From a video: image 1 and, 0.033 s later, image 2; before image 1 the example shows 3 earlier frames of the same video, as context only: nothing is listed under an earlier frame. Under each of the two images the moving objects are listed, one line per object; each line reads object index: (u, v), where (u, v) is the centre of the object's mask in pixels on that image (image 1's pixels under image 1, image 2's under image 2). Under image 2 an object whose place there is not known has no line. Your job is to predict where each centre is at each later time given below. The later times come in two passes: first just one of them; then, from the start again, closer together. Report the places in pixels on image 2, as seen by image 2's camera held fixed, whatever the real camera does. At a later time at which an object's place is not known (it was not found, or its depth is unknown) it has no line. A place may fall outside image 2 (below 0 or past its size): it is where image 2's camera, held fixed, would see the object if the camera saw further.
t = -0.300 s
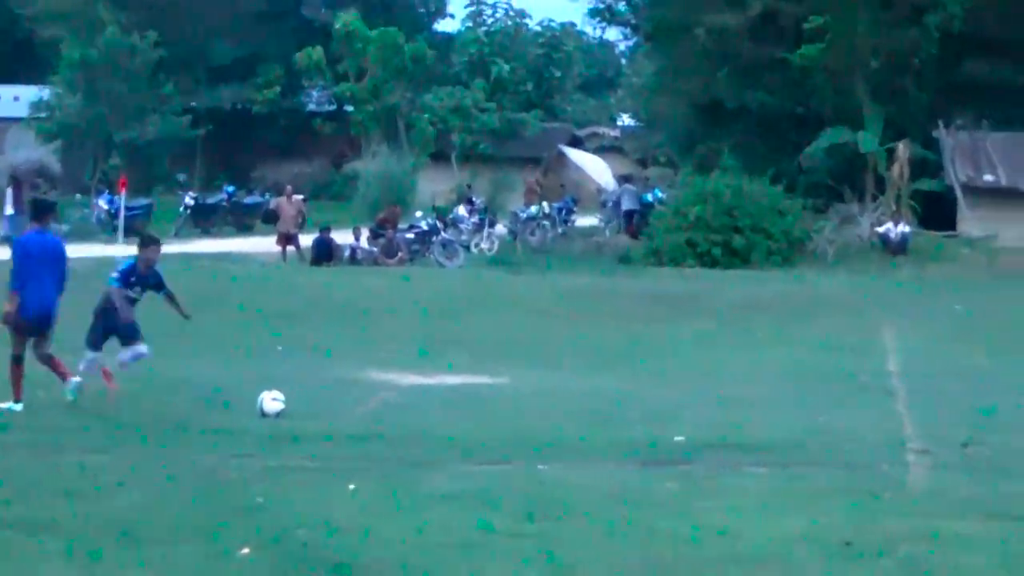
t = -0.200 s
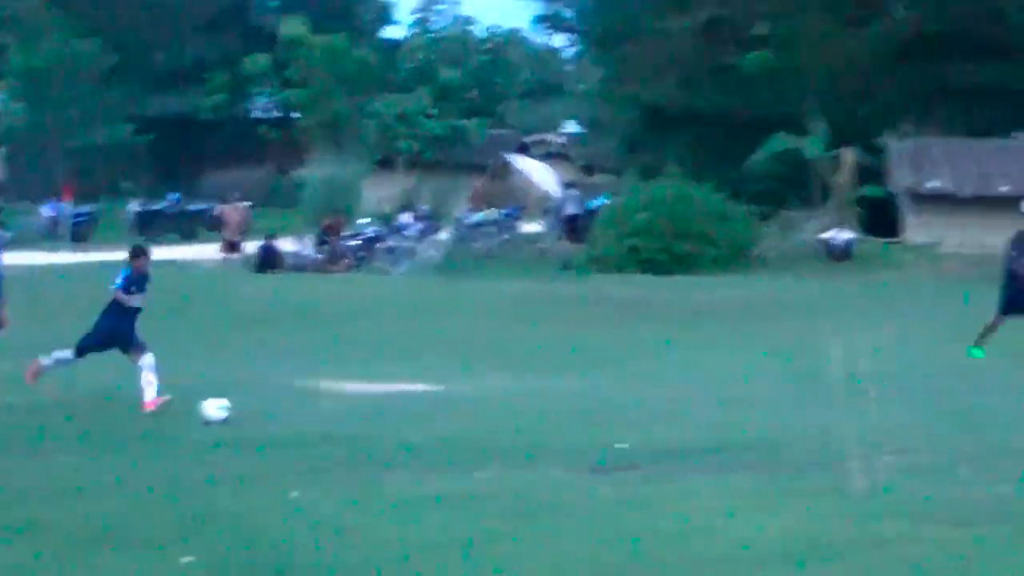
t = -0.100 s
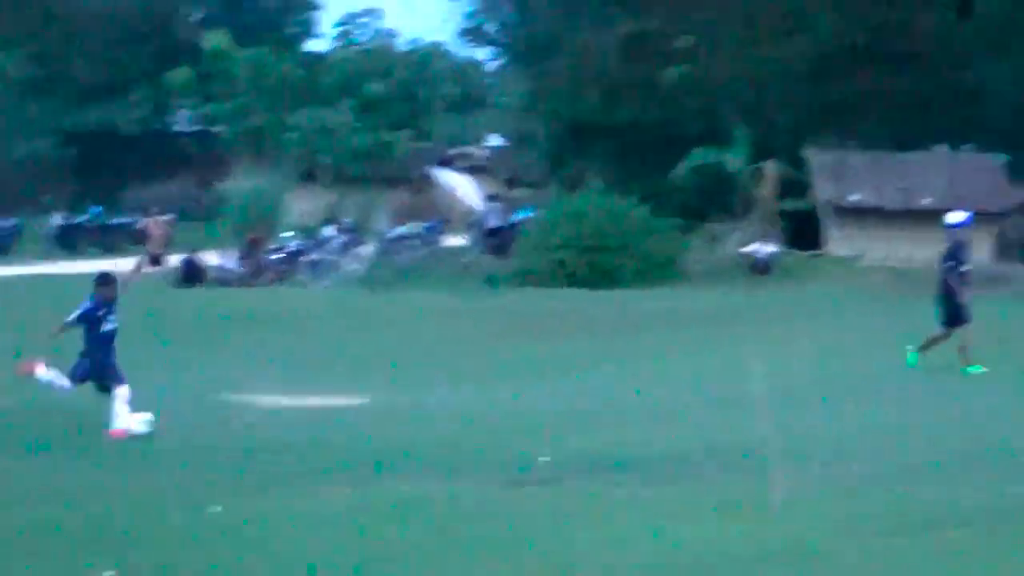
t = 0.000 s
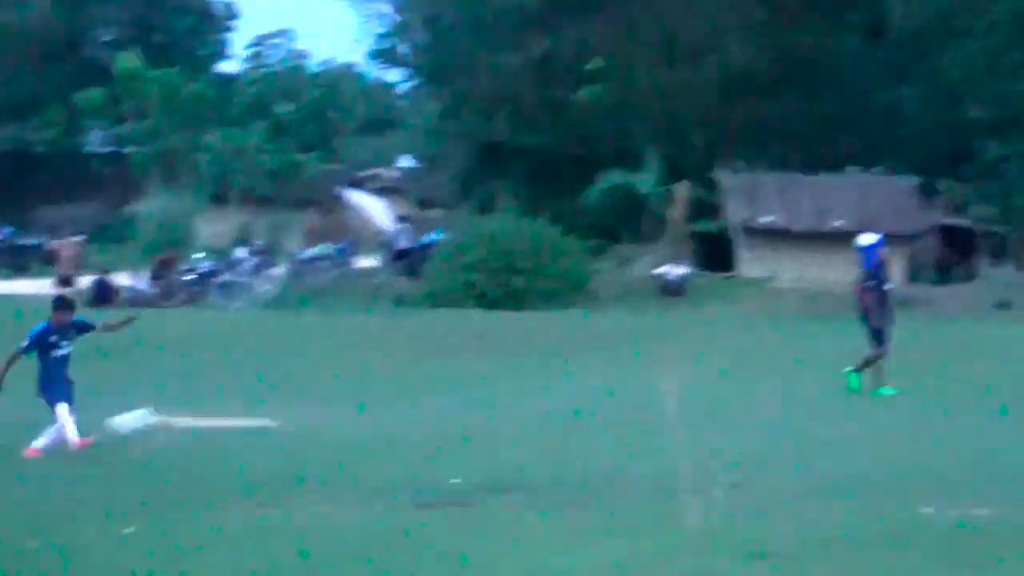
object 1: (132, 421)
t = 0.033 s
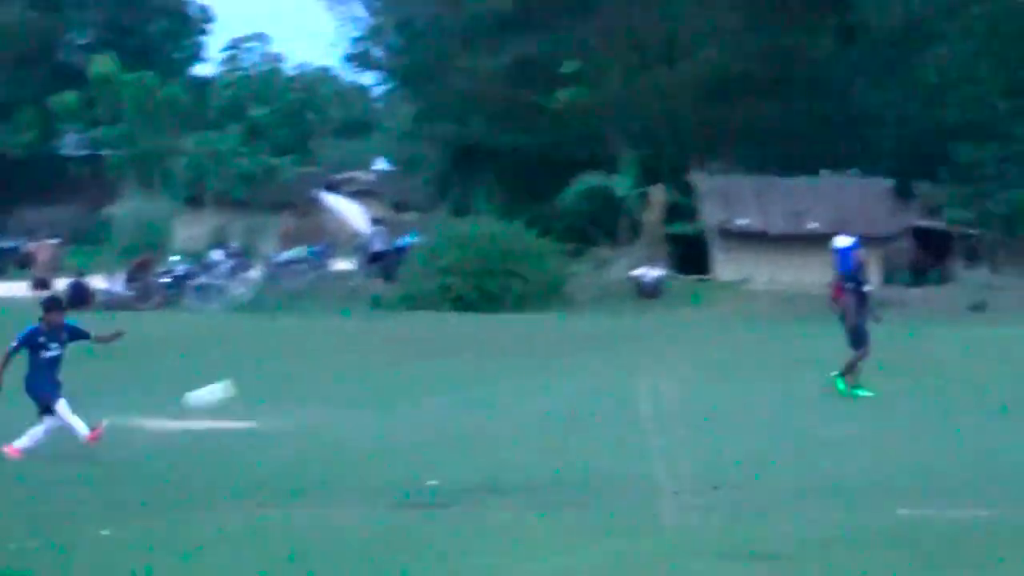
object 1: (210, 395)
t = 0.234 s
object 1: (785, 251)
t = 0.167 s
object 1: (601, 296)
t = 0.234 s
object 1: (785, 251)
